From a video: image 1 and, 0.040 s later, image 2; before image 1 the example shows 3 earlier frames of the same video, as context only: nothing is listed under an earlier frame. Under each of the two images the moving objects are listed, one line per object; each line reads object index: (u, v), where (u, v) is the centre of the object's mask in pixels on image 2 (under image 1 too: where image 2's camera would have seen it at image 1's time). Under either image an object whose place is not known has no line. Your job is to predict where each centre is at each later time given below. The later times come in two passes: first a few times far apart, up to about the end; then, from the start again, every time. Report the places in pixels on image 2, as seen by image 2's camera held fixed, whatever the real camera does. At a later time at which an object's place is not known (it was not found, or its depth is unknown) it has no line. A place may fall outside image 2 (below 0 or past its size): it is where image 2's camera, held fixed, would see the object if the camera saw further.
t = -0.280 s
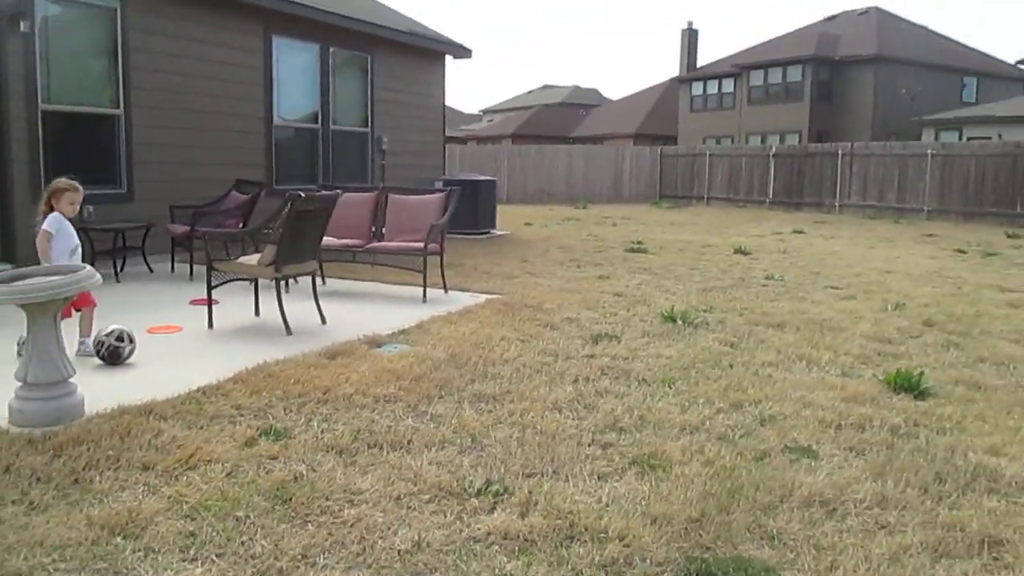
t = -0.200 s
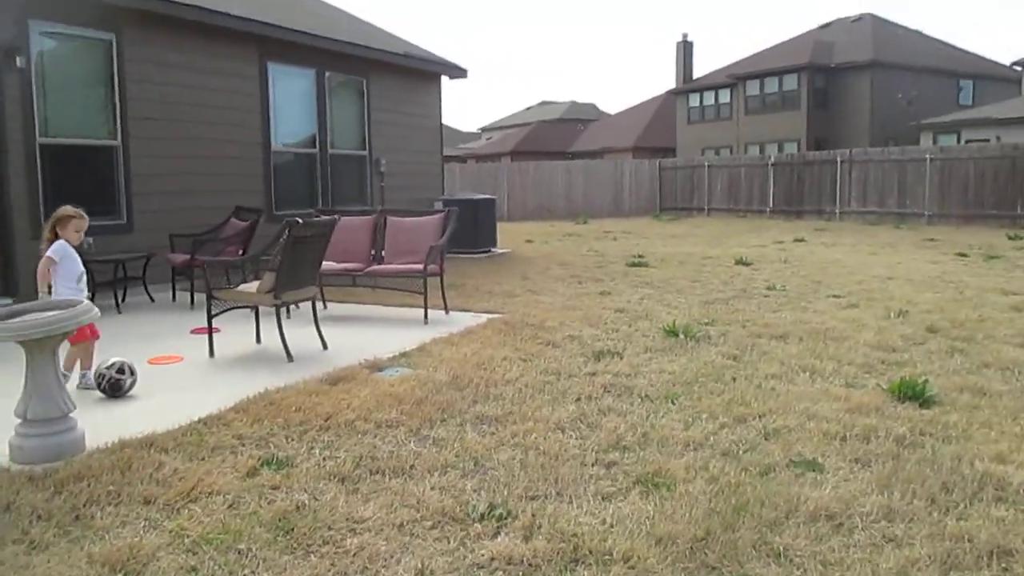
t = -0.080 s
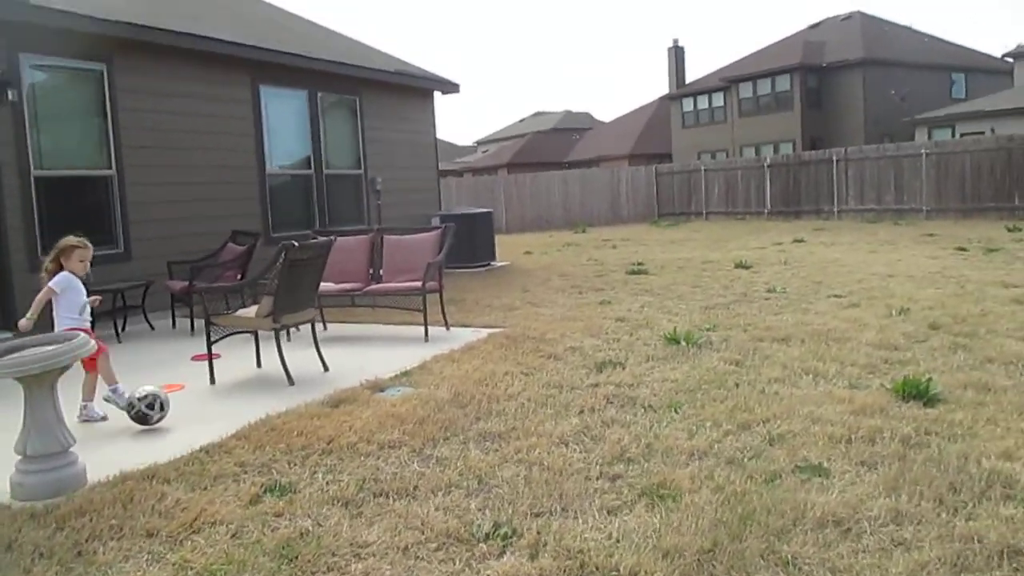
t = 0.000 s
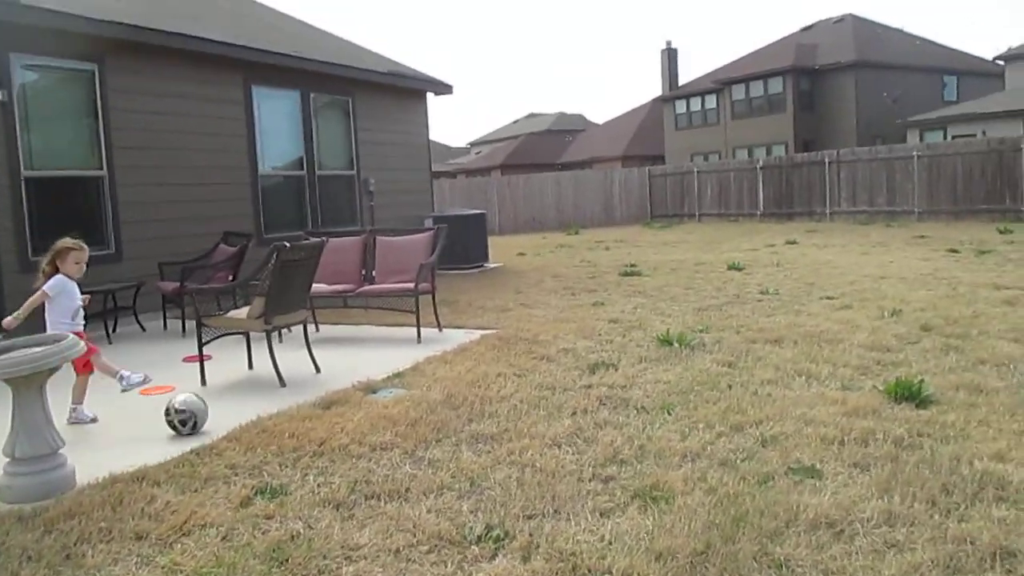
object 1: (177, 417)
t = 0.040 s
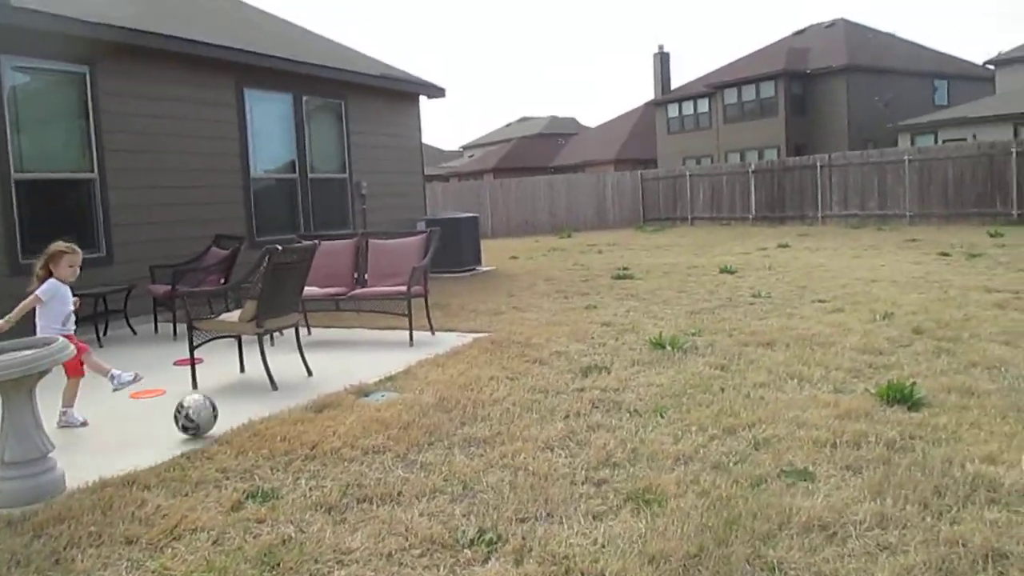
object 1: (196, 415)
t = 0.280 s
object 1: (305, 428)
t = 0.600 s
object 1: (439, 432)
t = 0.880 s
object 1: (545, 439)
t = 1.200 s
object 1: (646, 441)
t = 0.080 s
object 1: (214, 414)
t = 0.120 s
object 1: (232, 416)
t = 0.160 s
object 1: (250, 417)
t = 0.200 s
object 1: (269, 419)
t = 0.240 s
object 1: (287, 424)
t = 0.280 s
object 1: (305, 428)
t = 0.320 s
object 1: (323, 431)
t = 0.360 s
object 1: (339, 433)
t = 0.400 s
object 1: (356, 431)
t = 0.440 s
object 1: (373, 432)
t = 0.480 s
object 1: (391, 434)
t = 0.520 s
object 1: (407, 434)
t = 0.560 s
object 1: (423, 432)
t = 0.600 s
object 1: (439, 432)
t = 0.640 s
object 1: (454, 435)
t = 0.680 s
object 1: (471, 437)
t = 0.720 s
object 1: (488, 440)
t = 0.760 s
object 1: (501, 438)
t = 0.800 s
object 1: (516, 436)
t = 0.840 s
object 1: (530, 438)
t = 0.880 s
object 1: (545, 439)
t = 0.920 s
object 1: (561, 443)
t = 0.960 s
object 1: (577, 445)
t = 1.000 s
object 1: (588, 442)
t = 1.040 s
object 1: (599, 439)
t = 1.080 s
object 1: (612, 441)
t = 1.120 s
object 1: (623, 440)
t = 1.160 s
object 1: (635, 442)
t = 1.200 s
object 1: (646, 441)
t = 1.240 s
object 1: (655, 441)
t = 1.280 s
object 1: (667, 441)
